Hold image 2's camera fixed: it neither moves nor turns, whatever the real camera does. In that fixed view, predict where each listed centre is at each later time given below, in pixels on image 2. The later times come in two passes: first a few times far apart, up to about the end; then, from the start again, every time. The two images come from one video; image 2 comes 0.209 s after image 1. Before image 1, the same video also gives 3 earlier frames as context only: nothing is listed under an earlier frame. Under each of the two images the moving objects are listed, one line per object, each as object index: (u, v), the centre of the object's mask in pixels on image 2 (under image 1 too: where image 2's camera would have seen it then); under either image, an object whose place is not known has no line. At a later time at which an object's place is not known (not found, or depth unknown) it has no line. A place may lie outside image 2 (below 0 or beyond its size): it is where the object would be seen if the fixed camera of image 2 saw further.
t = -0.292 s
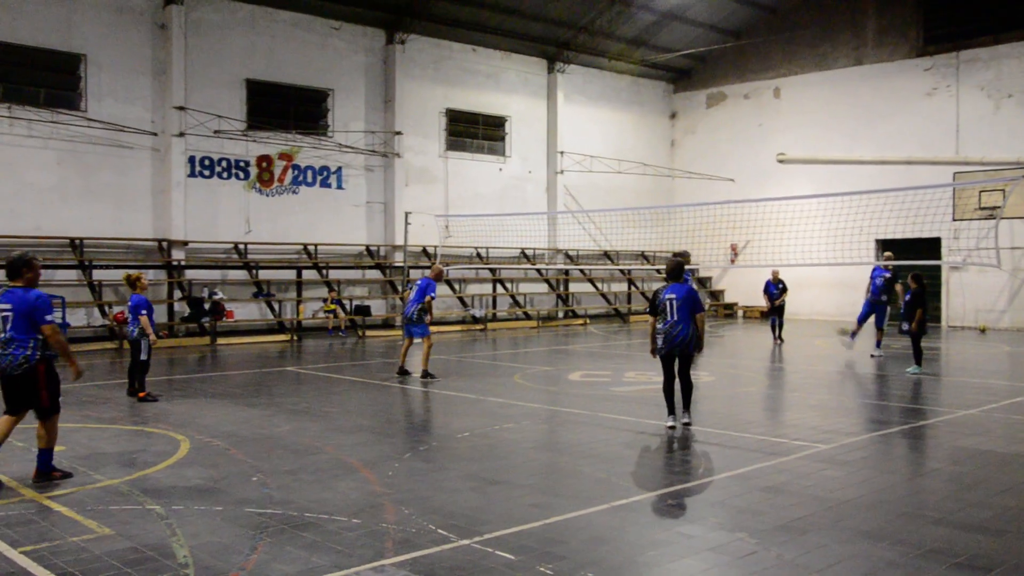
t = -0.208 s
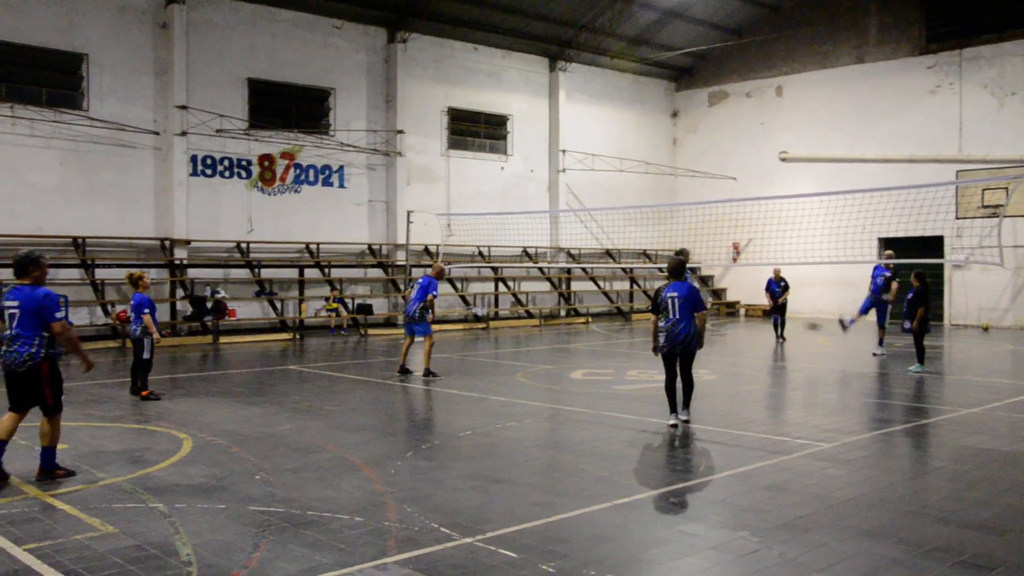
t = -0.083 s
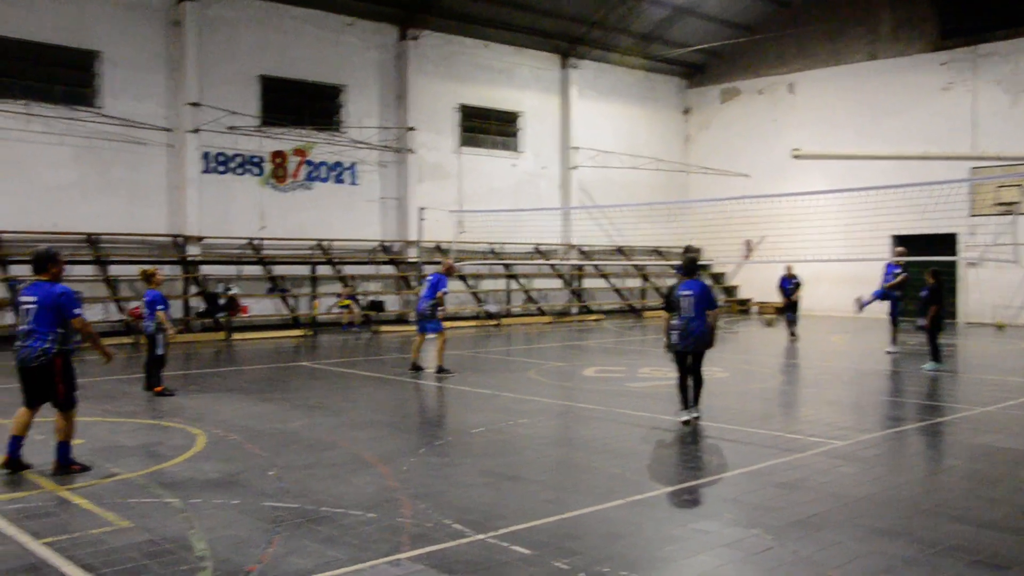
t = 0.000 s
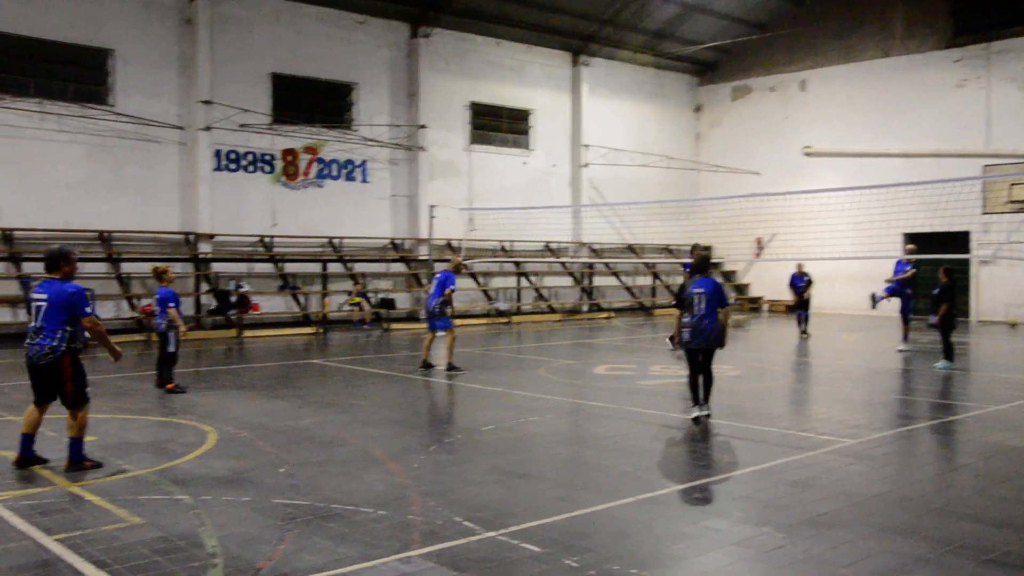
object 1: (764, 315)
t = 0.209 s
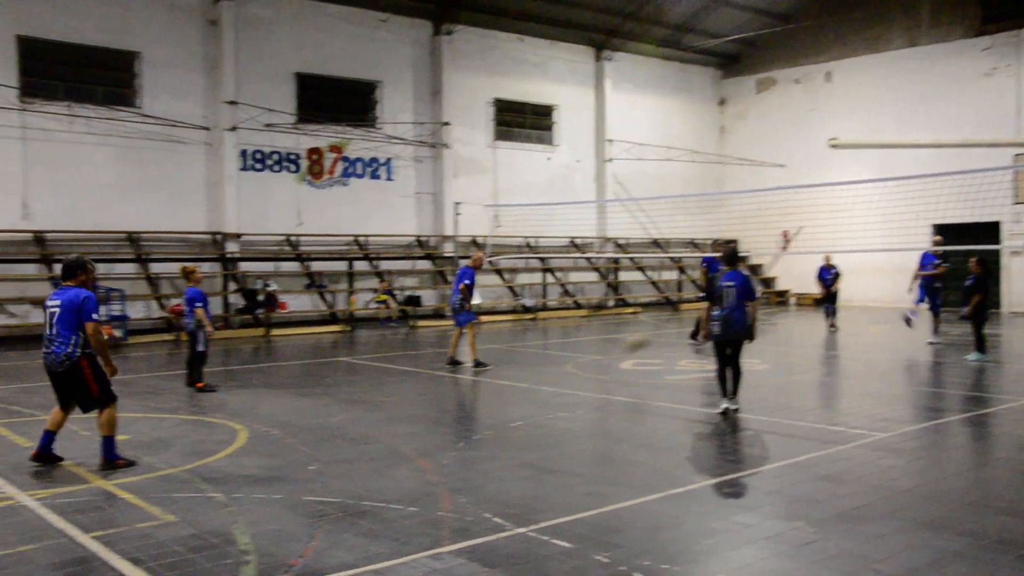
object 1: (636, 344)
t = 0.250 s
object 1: (607, 353)
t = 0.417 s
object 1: (482, 377)
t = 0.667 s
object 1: (294, 386)
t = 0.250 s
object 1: (607, 353)
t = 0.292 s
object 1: (575, 363)
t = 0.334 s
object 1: (541, 377)
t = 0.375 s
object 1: (509, 383)
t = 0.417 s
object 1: (482, 377)
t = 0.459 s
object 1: (453, 375)
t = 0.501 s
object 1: (424, 374)
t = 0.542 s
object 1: (391, 375)
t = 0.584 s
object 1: (361, 376)
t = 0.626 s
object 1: (329, 381)
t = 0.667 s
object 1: (294, 386)
